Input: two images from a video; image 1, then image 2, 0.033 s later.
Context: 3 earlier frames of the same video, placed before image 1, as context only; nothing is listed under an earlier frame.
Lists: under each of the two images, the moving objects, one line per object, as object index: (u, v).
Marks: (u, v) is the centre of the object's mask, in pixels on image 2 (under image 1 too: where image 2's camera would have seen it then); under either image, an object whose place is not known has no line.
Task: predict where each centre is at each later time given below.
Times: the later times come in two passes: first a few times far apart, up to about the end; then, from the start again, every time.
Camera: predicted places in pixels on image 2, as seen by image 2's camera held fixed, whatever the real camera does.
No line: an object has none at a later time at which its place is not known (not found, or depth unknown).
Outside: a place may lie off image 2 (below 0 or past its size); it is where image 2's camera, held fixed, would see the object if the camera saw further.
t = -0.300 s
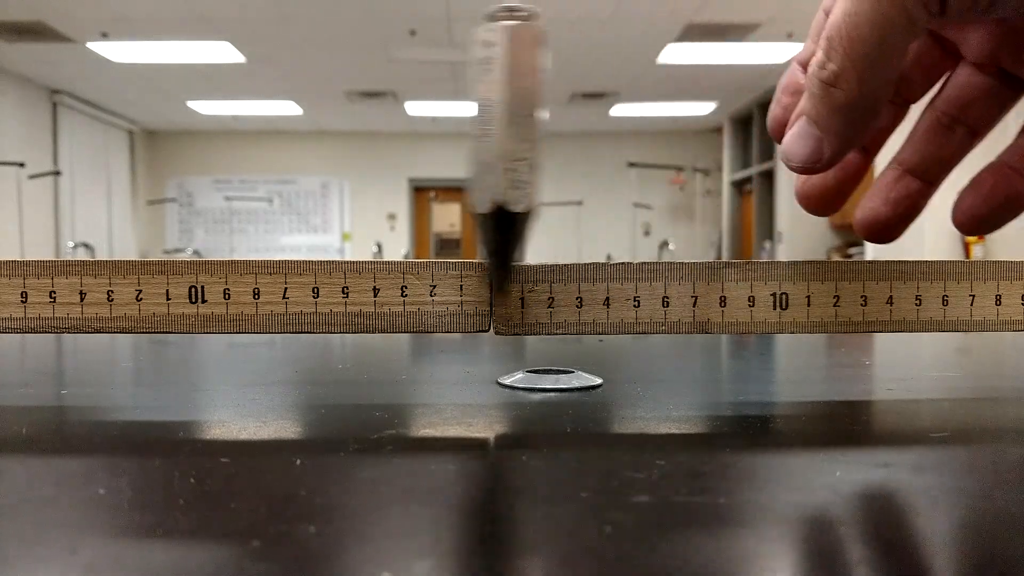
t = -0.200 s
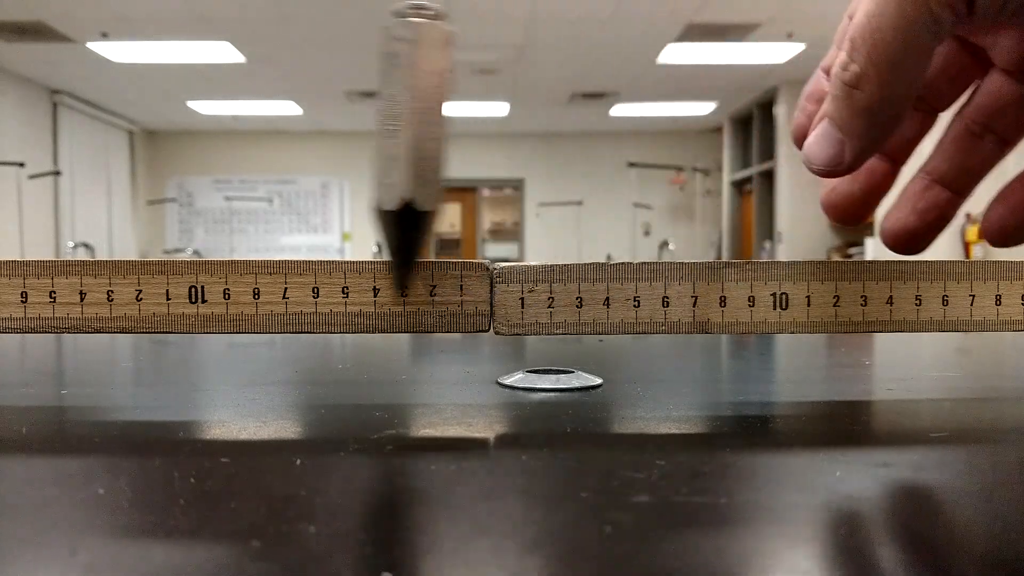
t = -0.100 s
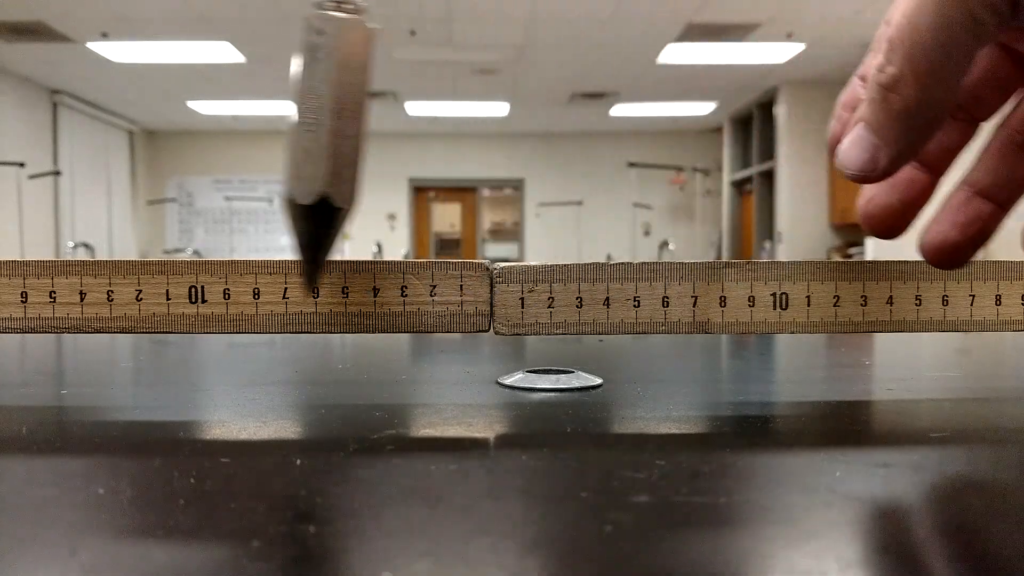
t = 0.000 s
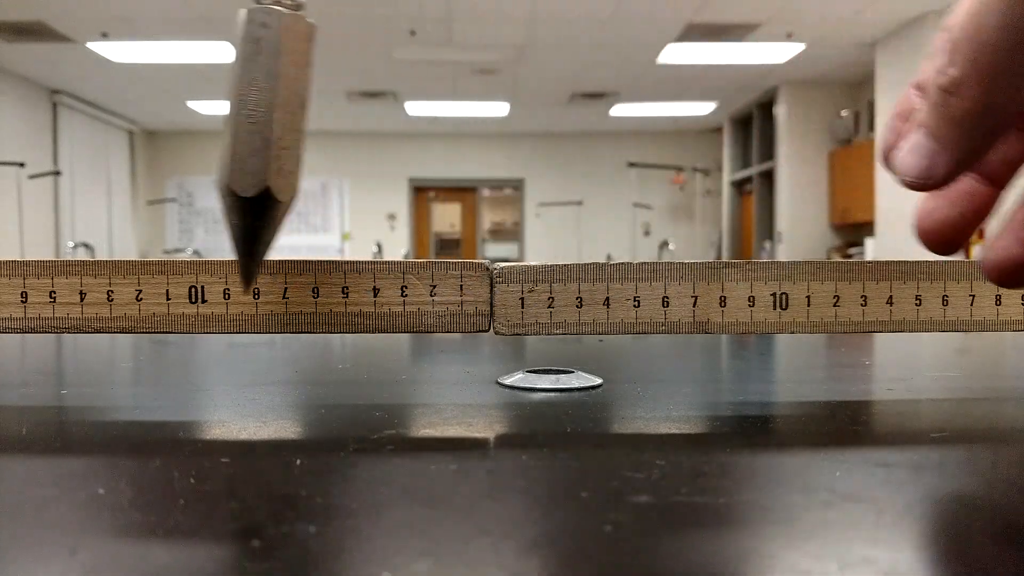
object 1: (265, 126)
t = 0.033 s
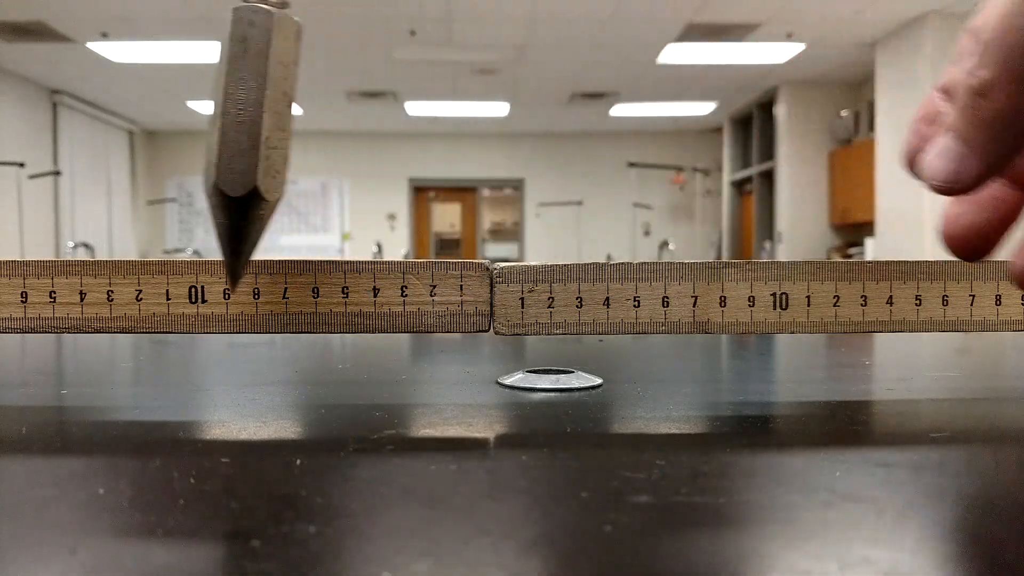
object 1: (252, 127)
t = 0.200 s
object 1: (240, 124)
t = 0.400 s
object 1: (356, 129)
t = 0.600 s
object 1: (540, 132)
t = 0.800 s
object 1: (698, 126)
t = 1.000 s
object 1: (749, 125)
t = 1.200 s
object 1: (669, 133)
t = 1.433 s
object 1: (464, 134)
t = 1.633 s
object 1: (296, 127)
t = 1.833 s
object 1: (232, 125)
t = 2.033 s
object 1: (315, 128)
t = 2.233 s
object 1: (489, 133)
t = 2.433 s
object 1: (663, 129)
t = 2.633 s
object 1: (747, 127)
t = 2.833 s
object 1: (702, 127)
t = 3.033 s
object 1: (545, 131)
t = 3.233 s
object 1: (360, 129)
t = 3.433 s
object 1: (243, 125)
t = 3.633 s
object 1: (263, 126)
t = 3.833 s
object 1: (406, 129)
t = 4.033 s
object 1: (591, 131)
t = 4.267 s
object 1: (737, 126)
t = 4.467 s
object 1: (728, 128)
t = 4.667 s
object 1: (595, 130)
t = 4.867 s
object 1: (410, 129)
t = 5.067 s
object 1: (264, 127)
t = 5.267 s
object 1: (242, 126)
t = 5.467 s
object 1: (359, 128)
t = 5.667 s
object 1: (542, 130)
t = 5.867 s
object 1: (699, 128)
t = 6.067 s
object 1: (747, 126)
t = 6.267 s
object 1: (664, 131)
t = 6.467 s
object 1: (494, 134)
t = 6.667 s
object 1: (316, 126)
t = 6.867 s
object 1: (235, 126)
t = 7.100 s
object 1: (316, 128)
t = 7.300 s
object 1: (494, 132)
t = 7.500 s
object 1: (663, 129)
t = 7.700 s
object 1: (748, 126)
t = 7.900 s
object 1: (699, 129)
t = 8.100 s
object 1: (543, 131)
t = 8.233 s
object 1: (417, 131)
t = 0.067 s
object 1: (241, 127)
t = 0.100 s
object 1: (234, 125)
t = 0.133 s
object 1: (232, 124)
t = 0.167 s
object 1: (234, 124)
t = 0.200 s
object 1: (240, 124)
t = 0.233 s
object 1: (251, 125)
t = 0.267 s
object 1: (265, 125)
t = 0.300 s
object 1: (282, 125)
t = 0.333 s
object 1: (305, 128)
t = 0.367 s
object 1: (329, 128)
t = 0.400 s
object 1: (356, 129)
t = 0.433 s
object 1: (384, 130)
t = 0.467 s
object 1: (414, 130)
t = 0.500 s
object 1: (445, 133)
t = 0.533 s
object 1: (478, 133)
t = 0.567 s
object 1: (509, 133)
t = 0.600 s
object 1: (540, 132)
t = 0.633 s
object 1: (570, 132)
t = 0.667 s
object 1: (598, 133)
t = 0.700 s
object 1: (628, 134)
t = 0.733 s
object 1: (654, 130)
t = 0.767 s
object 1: (680, 129)
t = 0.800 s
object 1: (698, 126)
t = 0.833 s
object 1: (716, 126)
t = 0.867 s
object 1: (731, 126)
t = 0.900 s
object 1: (741, 125)
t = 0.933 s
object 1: (747, 125)
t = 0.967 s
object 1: (750, 125)
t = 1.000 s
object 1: (749, 125)
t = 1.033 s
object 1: (744, 126)
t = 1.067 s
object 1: (736, 128)
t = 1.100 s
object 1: (725, 130)
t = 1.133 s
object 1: (710, 129)
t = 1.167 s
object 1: (691, 130)
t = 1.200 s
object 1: (669, 133)
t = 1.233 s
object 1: (644, 132)
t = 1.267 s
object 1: (618, 130)
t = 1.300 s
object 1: (589, 134)
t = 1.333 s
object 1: (559, 133)
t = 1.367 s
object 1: (529, 133)
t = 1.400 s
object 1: (497, 135)
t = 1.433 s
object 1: (464, 134)
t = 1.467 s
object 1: (432, 131)
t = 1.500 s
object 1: (402, 131)
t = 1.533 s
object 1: (372, 131)
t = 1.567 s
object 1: (343, 129)
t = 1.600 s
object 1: (318, 129)
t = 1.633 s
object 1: (296, 127)
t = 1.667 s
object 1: (276, 127)
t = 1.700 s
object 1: (259, 127)
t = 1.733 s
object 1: (247, 125)
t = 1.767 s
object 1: (238, 125)
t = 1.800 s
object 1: (233, 125)
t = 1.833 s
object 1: (232, 125)
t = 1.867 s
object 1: (236, 125)
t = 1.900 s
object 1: (243, 126)
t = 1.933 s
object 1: (255, 126)
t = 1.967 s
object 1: (272, 127)
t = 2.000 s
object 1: (292, 127)
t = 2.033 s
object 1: (315, 128)
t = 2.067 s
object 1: (339, 128)
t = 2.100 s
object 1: (367, 129)
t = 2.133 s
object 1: (395, 131)
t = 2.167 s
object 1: (426, 133)
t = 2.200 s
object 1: (457, 135)
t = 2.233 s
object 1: (489, 133)
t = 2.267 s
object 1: (518, 132)
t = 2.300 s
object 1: (550, 133)
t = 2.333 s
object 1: (582, 132)
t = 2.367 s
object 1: (610, 132)
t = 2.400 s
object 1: (636, 129)
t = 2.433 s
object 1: (663, 129)
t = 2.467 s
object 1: (685, 128)
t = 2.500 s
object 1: (704, 126)
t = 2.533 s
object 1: (721, 129)
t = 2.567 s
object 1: (733, 127)
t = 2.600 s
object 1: (743, 126)
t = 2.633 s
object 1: (747, 127)
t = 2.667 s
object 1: (749, 127)
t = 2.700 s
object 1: (748, 127)
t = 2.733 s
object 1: (742, 127)
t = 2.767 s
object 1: (733, 128)
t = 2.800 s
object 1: (719, 126)
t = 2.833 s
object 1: (702, 127)
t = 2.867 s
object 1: (683, 129)
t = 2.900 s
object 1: (658, 127)
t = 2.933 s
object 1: (632, 128)
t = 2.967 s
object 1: (605, 130)
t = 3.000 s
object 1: (578, 132)
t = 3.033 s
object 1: (545, 131)
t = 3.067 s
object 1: (515, 133)
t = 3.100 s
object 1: (484, 132)
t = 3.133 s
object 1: (451, 132)
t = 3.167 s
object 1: (419, 131)
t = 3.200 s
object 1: (390, 130)
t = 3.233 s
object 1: (360, 129)
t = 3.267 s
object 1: (333, 129)
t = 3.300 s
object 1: (311, 132)
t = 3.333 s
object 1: (288, 127)
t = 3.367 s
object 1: (269, 126)
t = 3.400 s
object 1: (254, 126)
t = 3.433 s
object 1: (243, 125)
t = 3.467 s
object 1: (235, 125)
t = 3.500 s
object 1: (232, 125)
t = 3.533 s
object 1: (233, 126)
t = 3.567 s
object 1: (239, 126)
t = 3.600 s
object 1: (250, 126)
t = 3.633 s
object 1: (263, 126)
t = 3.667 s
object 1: (280, 126)
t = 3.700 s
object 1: (300, 128)
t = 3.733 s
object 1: (324, 129)
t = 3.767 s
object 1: (348, 128)
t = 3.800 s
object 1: (376, 128)
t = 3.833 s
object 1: (406, 129)
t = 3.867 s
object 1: (436, 136)
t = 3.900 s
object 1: (467, 137)
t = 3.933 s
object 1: (499, 136)
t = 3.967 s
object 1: (532, 134)
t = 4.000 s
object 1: (564, 133)
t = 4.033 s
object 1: (591, 131)
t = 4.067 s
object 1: (620, 131)
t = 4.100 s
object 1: (647, 130)
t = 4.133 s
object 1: (671, 129)
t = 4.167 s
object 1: (693, 129)
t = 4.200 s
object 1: (711, 127)
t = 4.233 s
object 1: (727, 129)
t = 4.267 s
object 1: (737, 126)
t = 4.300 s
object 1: (744, 126)
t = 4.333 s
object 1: (748, 127)
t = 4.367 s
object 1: (749, 126)
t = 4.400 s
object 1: (746, 126)
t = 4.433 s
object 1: (739, 126)
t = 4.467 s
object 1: (728, 128)
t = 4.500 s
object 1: (713, 127)
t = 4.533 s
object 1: (695, 130)
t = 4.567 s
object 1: (675, 131)
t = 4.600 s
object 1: (649, 128)
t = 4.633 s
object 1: (622, 130)
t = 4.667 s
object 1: (595, 130)
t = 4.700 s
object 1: (565, 130)
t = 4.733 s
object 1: (535, 131)
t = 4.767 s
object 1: (503, 132)
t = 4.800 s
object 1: (471, 131)
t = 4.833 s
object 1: (439, 131)
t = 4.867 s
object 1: (410, 129)
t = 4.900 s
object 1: (378, 130)
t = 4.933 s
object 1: (351, 128)
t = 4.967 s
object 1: (325, 128)
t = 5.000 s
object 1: (302, 128)
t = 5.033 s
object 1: (282, 127)
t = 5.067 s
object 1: (264, 127)
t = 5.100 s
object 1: (251, 126)
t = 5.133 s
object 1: (241, 125)
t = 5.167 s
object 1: (234, 125)
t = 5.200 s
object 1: (233, 125)
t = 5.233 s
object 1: (235, 126)
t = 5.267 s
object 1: (242, 126)
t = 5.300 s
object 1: (254, 127)
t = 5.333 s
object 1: (269, 127)
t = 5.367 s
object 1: (287, 127)
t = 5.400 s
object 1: (309, 127)
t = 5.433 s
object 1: (332, 127)
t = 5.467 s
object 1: (359, 128)
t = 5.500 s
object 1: (387, 129)
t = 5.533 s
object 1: (417, 129)
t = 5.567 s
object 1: (449, 133)
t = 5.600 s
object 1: (482, 132)
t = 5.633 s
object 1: (511, 132)
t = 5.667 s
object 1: (542, 130)
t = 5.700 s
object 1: (573, 131)
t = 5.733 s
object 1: (603, 134)
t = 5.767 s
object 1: (631, 133)
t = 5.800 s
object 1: (655, 128)
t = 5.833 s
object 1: (679, 127)
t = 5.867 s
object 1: (699, 128)
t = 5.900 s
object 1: (717, 129)
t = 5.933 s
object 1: (730, 127)
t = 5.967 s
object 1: (739, 126)
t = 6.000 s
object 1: (746, 126)
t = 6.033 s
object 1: (748, 126)
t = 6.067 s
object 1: (747, 126)
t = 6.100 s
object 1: (742, 127)
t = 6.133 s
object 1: (734, 128)
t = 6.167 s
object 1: (722, 130)
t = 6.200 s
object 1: (706, 130)
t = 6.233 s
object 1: (687, 132)
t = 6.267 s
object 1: (664, 131)
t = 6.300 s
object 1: (640, 132)
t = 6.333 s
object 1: (614, 130)
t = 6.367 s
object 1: (585, 132)
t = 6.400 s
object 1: (555, 133)
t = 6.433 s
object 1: (524, 131)
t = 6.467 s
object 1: (494, 134)
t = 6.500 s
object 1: (461, 134)
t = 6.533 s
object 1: (427, 131)
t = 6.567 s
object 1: (400, 132)
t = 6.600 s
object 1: (370, 132)
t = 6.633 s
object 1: (342, 130)
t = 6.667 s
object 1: (316, 126)
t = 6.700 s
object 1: (294, 126)
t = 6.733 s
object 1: (275, 125)
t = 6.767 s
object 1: (260, 127)
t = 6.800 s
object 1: (248, 126)
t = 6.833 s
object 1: (239, 126)
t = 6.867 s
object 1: (235, 126)
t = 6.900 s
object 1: (235, 126)
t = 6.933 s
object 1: (239, 127)
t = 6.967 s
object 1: (248, 127)
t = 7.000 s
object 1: (259, 125)
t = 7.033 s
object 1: (275, 125)
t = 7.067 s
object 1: (294, 126)
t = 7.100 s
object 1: (316, 128)
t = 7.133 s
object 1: (341, 127)
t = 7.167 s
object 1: (370, 128)
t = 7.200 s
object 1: (400, 130)
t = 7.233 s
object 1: (428, 130)
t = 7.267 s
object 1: (460, 130)
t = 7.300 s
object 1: (494, 132)
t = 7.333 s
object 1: (524, 132)
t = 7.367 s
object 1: (553, 131)
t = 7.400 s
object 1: (584, 130)
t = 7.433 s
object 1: (613, 130)
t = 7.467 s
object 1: (638, 129)
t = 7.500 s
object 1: (663, 129)
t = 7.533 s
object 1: (686, 129)
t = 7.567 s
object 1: (705, 128)
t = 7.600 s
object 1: (721, 129)
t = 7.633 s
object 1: (735, 128)
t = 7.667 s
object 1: (743, 127)
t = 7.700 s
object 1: (748, 126)
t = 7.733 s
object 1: (749, 125)
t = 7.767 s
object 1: (747, 125)
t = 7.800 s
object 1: (740, 125)
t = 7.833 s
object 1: (731, 129)
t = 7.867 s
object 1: (716, 128)
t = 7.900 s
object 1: (699, 129)
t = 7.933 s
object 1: (679, 129)
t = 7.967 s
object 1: (655, 129)
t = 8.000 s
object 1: (628, 130)
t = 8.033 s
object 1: (601, 130)
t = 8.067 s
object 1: (573, 131)
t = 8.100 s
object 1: (543, 131)
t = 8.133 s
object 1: (512, 134)
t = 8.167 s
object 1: (480, 134)
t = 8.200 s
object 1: (448, 133)
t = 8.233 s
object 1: (417, 131)
